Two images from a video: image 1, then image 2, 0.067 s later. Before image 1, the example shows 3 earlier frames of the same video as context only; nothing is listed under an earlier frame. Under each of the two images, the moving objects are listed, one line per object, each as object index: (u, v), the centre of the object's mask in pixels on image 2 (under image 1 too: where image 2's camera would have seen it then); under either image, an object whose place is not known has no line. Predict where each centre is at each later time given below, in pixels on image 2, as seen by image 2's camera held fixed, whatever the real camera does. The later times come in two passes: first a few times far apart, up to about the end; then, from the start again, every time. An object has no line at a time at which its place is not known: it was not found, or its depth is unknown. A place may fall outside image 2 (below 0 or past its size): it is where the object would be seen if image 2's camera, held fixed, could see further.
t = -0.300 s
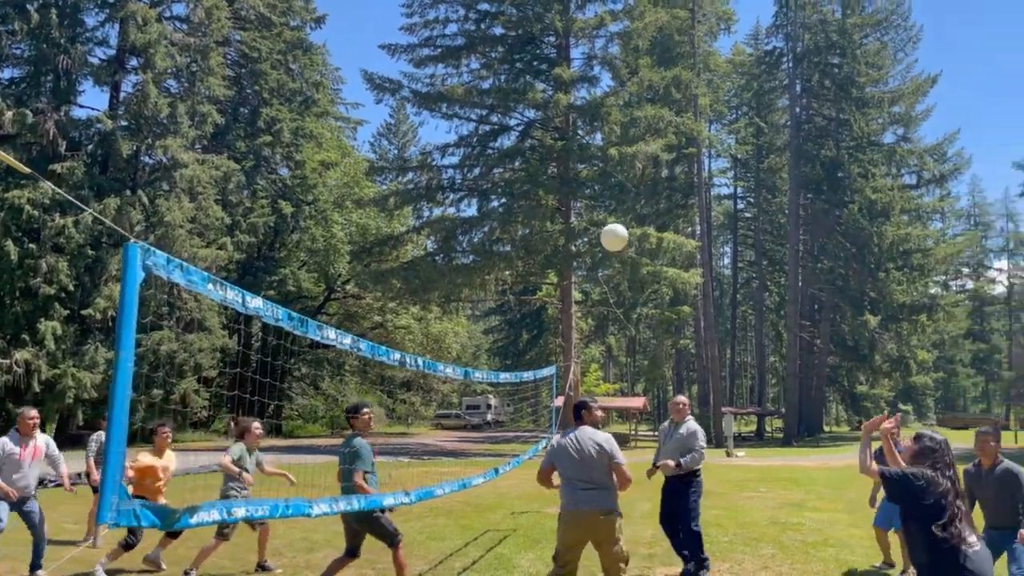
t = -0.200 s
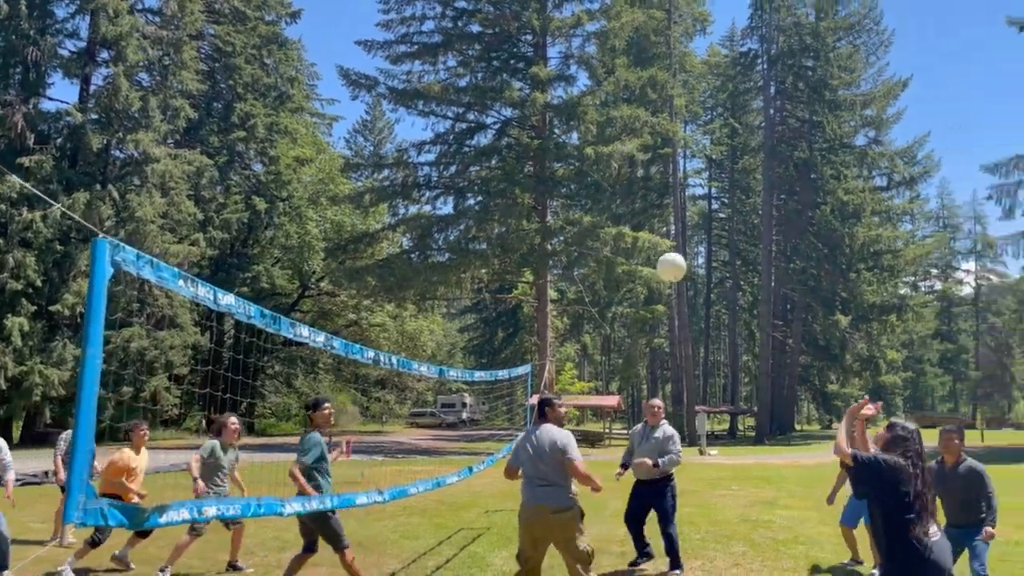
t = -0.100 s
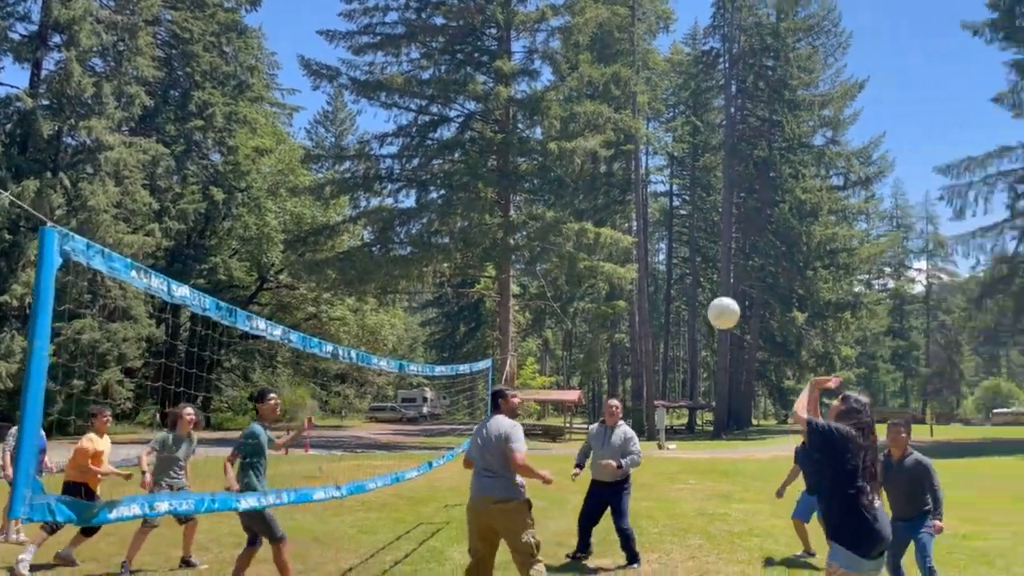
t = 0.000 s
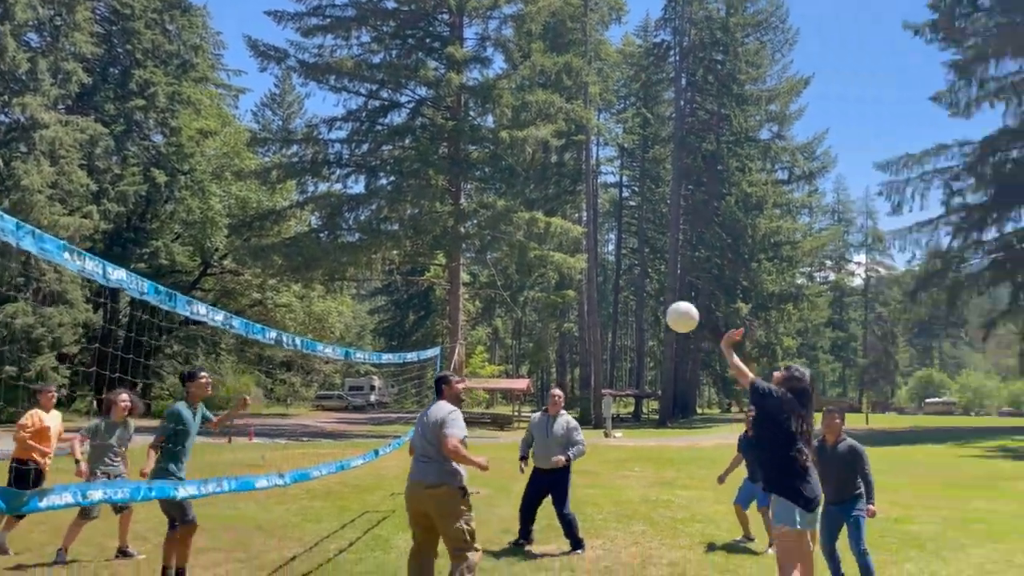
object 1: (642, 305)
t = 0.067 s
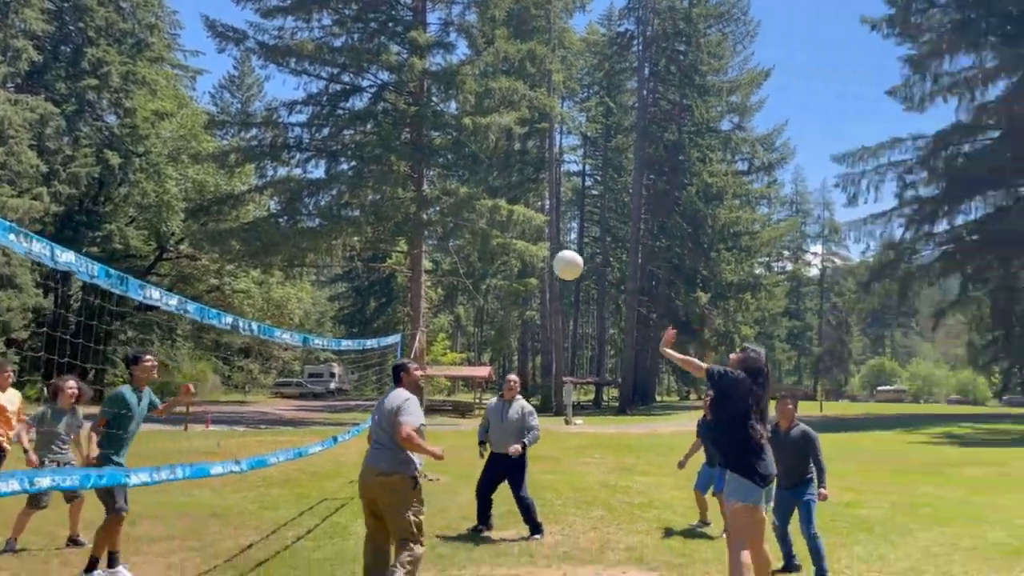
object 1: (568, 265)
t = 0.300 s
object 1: (347, 189)
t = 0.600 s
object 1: (124, 201)
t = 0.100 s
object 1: (533, 248)
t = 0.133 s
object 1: (501, 234)
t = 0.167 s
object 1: (468, 221)
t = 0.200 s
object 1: (436, 210)
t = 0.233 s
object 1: (406, 201)
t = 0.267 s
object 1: (377, 194)
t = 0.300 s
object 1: (347, 189)
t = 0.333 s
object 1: (320, 186)
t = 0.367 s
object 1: (291, 182)
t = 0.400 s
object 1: (265, 182)
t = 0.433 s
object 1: (241, 182)
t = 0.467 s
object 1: (215, 184)
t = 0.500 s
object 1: (192, 187)
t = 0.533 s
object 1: (169, 190)
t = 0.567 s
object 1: (147, 195)
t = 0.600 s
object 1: (124, 201)
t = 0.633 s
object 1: (102, 208)
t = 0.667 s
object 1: (80, 215)
